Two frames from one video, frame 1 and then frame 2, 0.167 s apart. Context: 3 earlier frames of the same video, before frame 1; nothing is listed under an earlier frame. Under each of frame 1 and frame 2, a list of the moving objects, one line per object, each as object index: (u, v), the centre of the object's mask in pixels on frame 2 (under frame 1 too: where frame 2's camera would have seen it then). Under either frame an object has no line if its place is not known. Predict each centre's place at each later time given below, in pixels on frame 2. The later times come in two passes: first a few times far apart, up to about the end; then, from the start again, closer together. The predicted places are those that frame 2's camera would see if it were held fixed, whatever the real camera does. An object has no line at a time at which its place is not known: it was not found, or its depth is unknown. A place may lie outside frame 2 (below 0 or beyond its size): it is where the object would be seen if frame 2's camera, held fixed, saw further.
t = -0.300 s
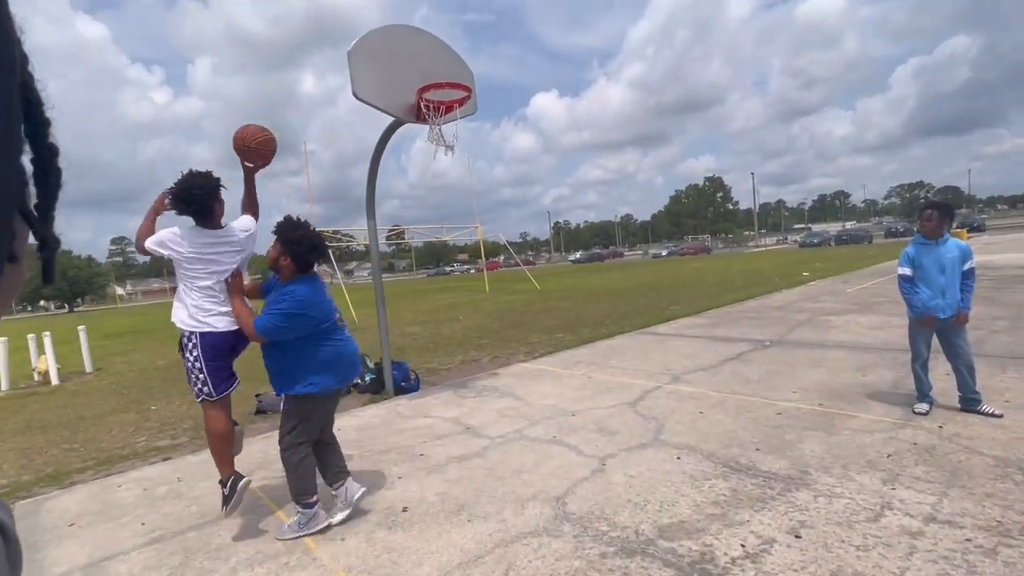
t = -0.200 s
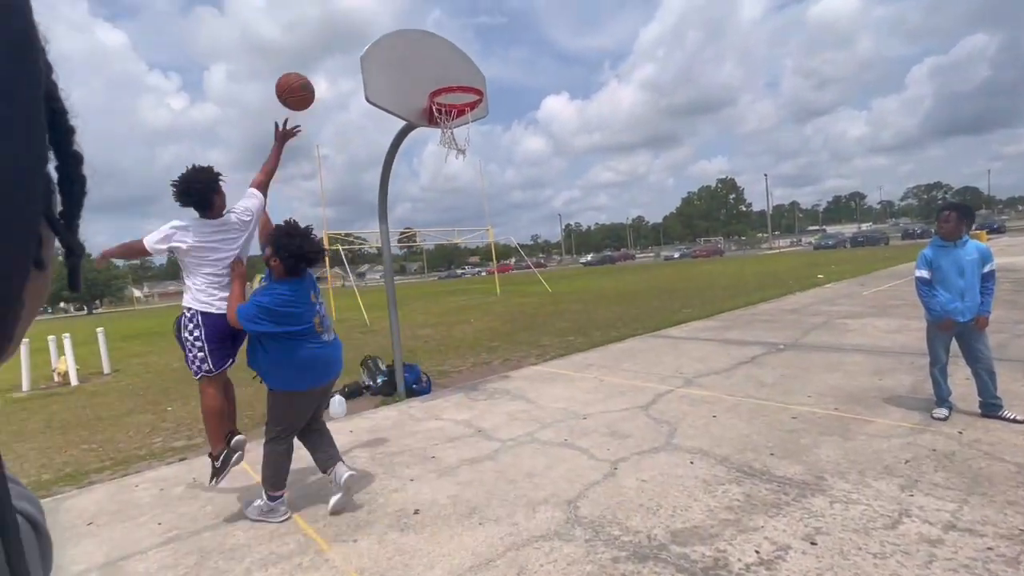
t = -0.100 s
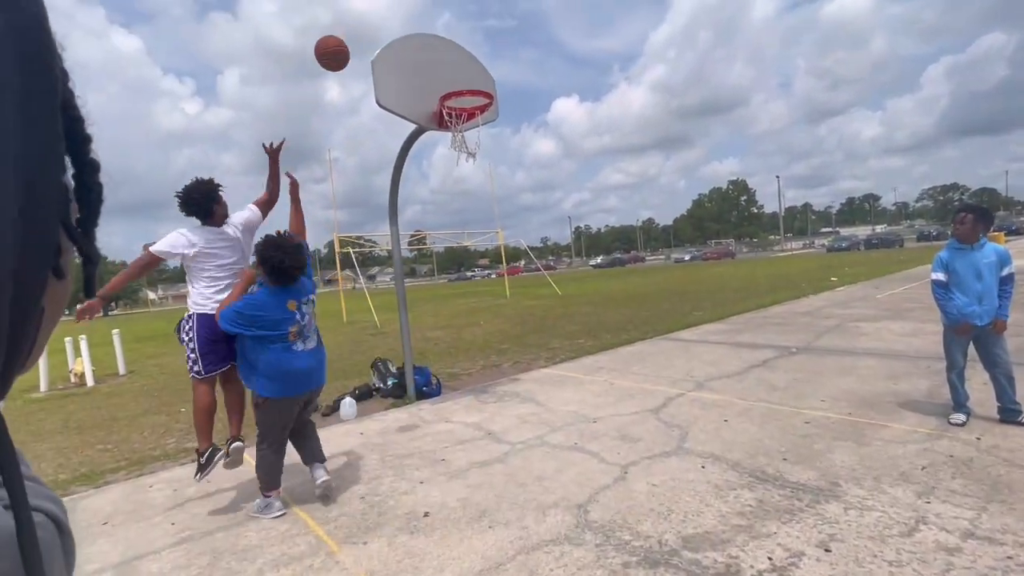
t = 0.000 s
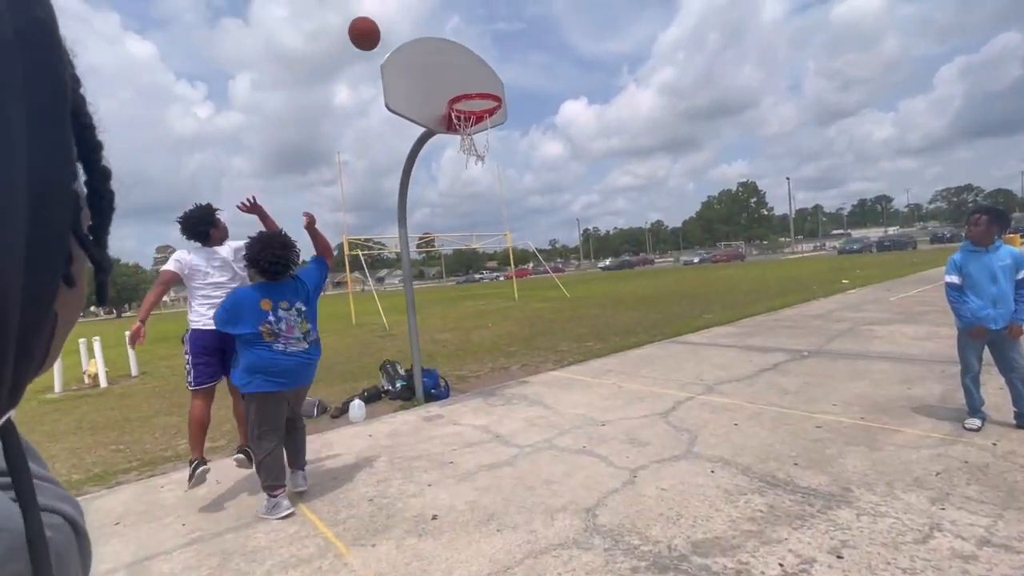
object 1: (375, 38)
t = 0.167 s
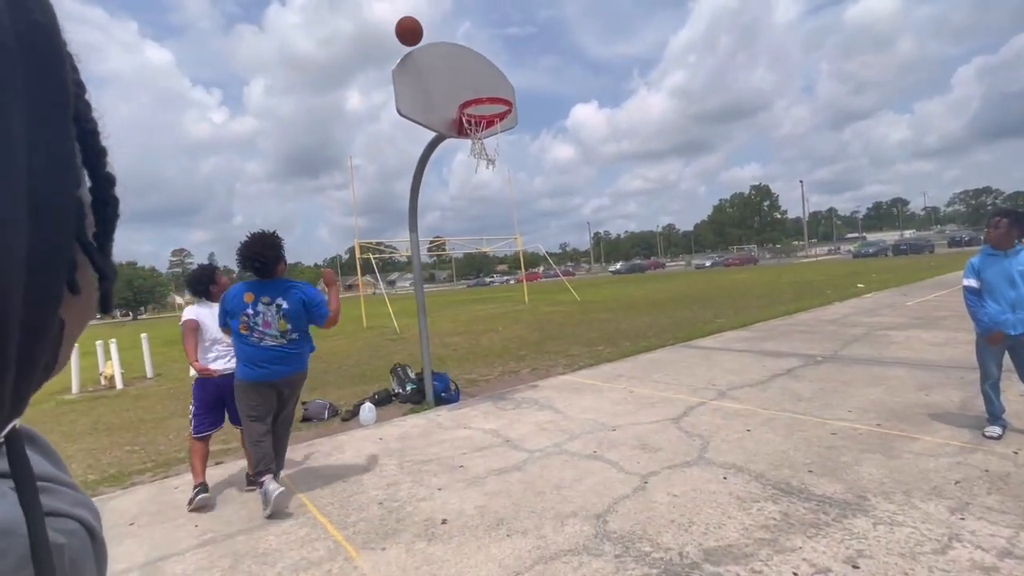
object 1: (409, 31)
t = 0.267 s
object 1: (422, 25)
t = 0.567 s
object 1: (454, 31)
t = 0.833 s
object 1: (488, 80)
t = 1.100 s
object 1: (524, 97)
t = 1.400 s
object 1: (561, 186)
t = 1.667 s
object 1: (592, 309)
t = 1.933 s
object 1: (607, 304)
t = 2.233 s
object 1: (615, 226)
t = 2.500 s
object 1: (625, 213)
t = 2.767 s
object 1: (633, 242)
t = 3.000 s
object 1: (641, 306)
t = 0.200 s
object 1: (415, 34)
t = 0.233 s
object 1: (419, 30)
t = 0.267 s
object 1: (422, 25)
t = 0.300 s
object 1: (425, 20)
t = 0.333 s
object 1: (428, 17)
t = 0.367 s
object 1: (431, 16)
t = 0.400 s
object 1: (434, 15)
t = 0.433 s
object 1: (438, 16)
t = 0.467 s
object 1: (442, 17)
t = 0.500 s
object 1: (446, 21)
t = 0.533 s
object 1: (450, 25)
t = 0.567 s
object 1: (454, 31)
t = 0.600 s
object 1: (458, 38)
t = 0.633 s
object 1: (461, 46)
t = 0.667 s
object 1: (466, 56)
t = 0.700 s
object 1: (470, 66)
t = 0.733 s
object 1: (475, 79)
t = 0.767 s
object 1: (479, 87)
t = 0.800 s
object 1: (484, 84)
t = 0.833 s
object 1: (488, 80)
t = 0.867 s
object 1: (493, 79)
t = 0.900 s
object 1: (497, 78)
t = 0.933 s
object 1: (502, 78)
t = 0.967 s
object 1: (506, 80)
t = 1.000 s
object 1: (511, 83)
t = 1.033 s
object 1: (515, 86)
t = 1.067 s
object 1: (519, 91)
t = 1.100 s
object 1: (524, 97)
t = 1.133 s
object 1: (528, 103)
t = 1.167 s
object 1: (532, 111)
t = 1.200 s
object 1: (537, 120)
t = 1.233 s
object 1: (541, 129)
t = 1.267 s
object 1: (545, 139)
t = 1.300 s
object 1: (549, 150)
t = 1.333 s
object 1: (553, 161)
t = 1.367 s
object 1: (557, 173)
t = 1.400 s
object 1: (561, 186)
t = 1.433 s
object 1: (565, 199)
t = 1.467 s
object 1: (569, 213)
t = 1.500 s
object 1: (573, 228)
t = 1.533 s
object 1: (577, 243)
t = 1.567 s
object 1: (580, 258)
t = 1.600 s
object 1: (585, 275)
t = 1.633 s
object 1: (588, 292)
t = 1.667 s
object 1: (592, 309)
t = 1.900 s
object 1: (606, 317)
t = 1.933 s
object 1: (607, 304)
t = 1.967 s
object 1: (607, 291)
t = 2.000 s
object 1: (608, 280)
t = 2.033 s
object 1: (609, 269)
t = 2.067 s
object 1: (610, 259)
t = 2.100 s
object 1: (612, 250)
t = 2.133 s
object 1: (612, 244)
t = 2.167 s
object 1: (612, 236)
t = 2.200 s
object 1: (614, 231)
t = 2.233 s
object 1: (615, 226)
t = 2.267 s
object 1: (616, 222)
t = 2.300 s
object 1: (617, 218)
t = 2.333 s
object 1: (619, 215)
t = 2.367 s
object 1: (620, 213)
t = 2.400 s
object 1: (621, 212)
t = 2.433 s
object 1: (623, 212)
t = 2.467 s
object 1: (624, 212)
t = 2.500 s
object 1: (625, 213)
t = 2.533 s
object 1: (626, 215)
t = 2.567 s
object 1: (627, 217)
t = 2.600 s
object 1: (629, 220)
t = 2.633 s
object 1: (630, 224)
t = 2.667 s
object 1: (631, 229)
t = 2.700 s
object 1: (631, 234)
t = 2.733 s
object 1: (633, 239)
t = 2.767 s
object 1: (633, 242)
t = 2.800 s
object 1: (633, 252)
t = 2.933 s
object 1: (639, 286)
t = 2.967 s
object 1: (640, 295)
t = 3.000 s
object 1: (641, 306)
